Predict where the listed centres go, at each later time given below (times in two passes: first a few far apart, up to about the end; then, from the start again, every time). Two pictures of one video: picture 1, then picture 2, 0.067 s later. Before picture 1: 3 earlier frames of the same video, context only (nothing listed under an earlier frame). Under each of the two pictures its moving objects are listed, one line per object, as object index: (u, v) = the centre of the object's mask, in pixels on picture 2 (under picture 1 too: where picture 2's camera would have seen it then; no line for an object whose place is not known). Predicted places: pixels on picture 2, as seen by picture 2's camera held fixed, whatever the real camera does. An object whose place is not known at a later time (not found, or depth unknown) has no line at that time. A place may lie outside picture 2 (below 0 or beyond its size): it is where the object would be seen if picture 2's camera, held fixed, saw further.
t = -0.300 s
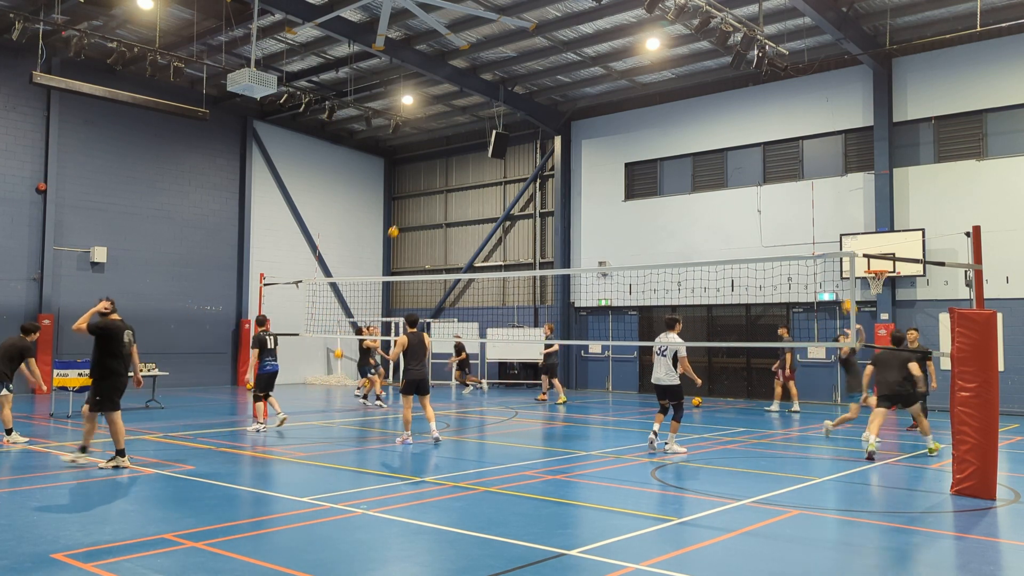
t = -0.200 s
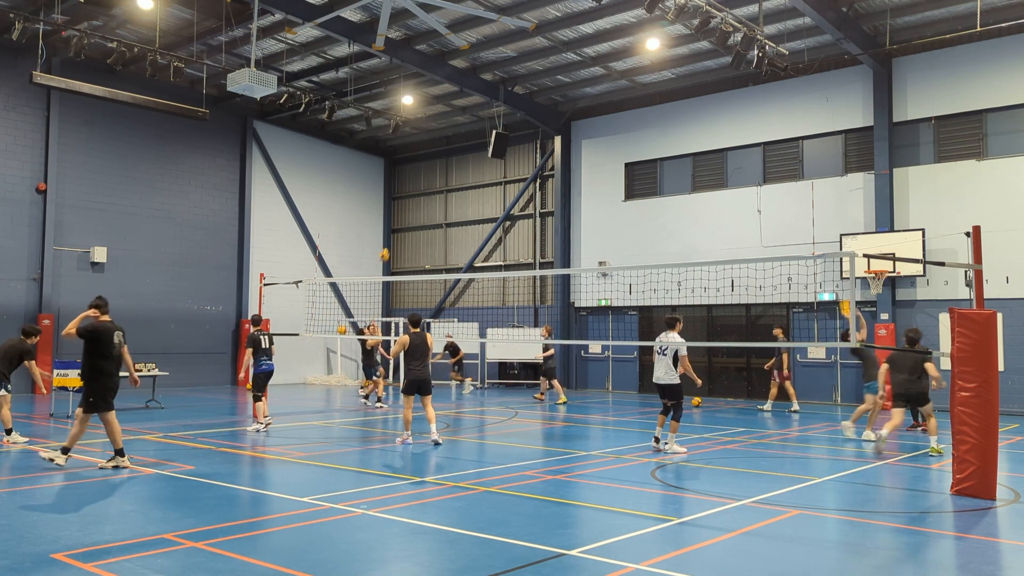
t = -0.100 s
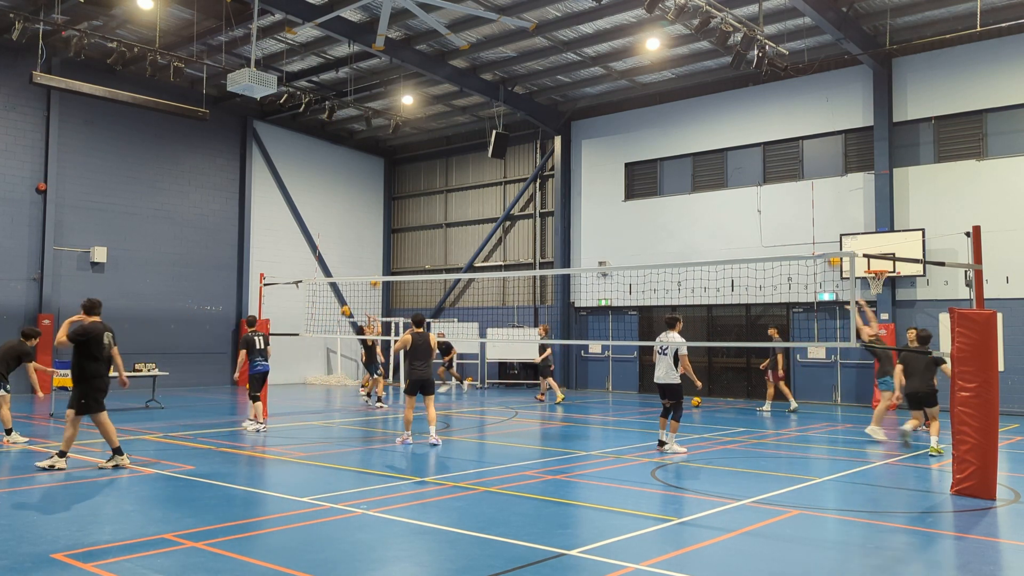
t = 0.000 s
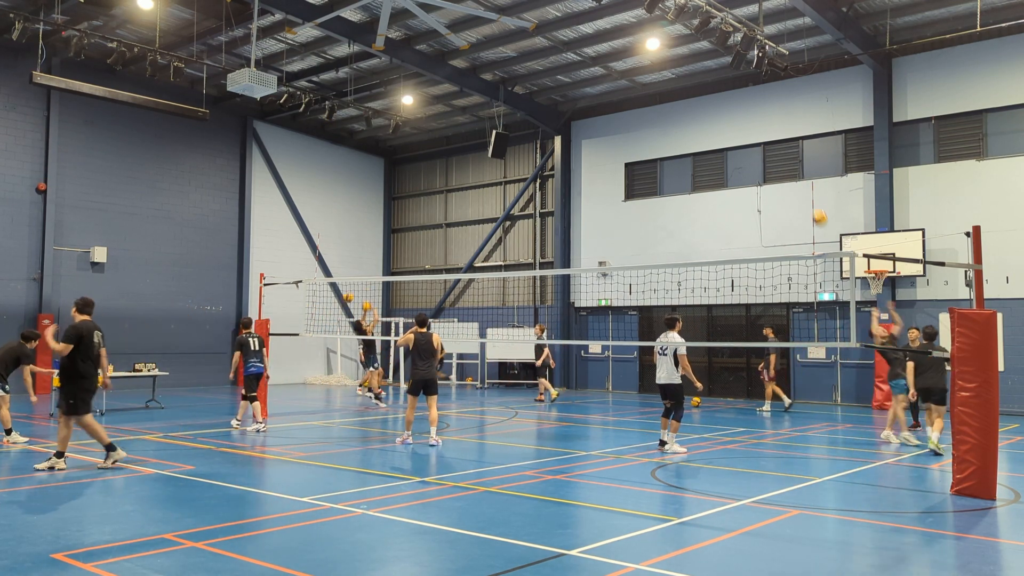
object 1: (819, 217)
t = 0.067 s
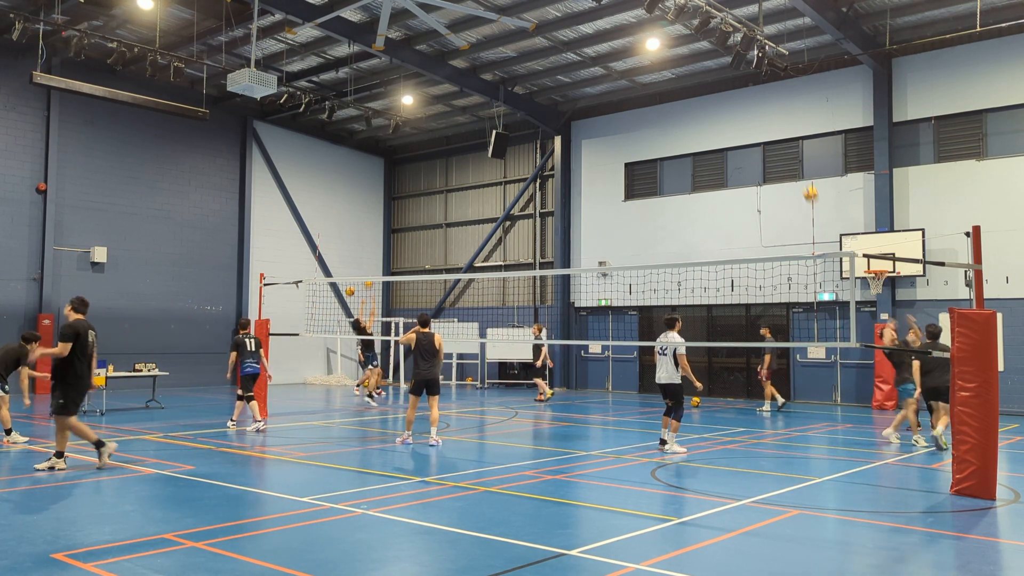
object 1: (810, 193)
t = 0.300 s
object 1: (780, 132)
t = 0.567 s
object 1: (748, 104)
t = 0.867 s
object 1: (712, 127)
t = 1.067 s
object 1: (687, 173)
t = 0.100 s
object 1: (805, 181)
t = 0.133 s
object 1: (801, 172)
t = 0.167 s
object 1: (797, 163)
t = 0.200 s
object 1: (793, 154)
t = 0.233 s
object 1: (789, 146)
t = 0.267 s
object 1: (785, 138)
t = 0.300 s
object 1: (780, 132)
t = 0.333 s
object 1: (776, 126)
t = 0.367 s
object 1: (772, 121)
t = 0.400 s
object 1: (768, 116)
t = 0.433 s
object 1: (763, 112)
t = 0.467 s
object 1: (760, 110)
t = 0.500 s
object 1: (756, 107)
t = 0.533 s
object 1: (752, 106)
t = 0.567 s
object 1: (748, 104)
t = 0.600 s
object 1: (744, 104)
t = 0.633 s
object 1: (740, 105)
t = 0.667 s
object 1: (736, 106)
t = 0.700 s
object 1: (732, 108)
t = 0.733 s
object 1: (728, 110)
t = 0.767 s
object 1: (724, 113)
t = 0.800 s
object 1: (720, 117)
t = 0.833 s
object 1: (716, 121)
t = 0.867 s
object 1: (712, 127)
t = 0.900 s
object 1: (708, 133)
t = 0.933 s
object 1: (703, 140)
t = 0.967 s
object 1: (700, 147)
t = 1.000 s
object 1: (696, 156)
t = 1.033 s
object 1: (691, 164)
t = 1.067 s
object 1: (687, 173)
